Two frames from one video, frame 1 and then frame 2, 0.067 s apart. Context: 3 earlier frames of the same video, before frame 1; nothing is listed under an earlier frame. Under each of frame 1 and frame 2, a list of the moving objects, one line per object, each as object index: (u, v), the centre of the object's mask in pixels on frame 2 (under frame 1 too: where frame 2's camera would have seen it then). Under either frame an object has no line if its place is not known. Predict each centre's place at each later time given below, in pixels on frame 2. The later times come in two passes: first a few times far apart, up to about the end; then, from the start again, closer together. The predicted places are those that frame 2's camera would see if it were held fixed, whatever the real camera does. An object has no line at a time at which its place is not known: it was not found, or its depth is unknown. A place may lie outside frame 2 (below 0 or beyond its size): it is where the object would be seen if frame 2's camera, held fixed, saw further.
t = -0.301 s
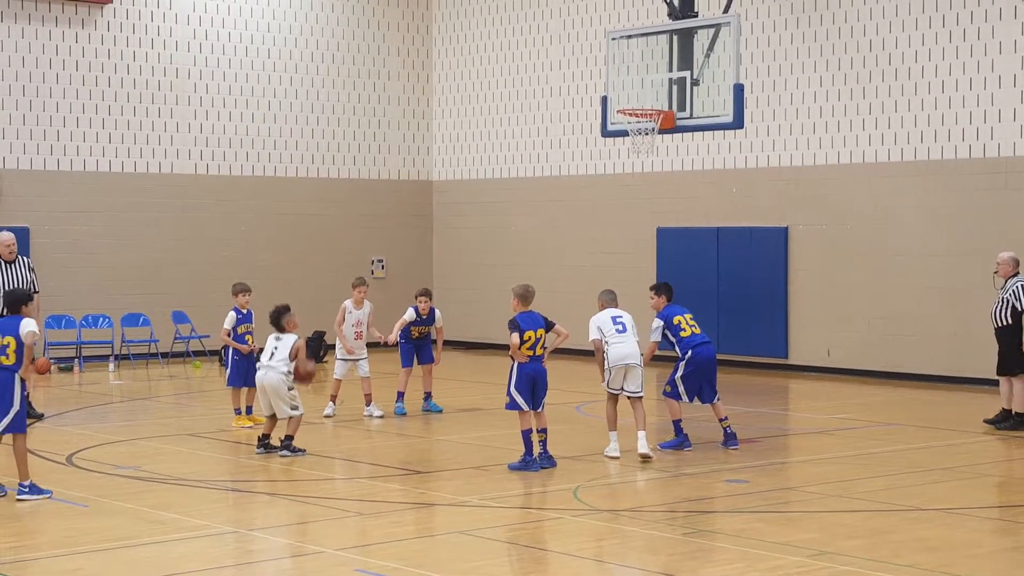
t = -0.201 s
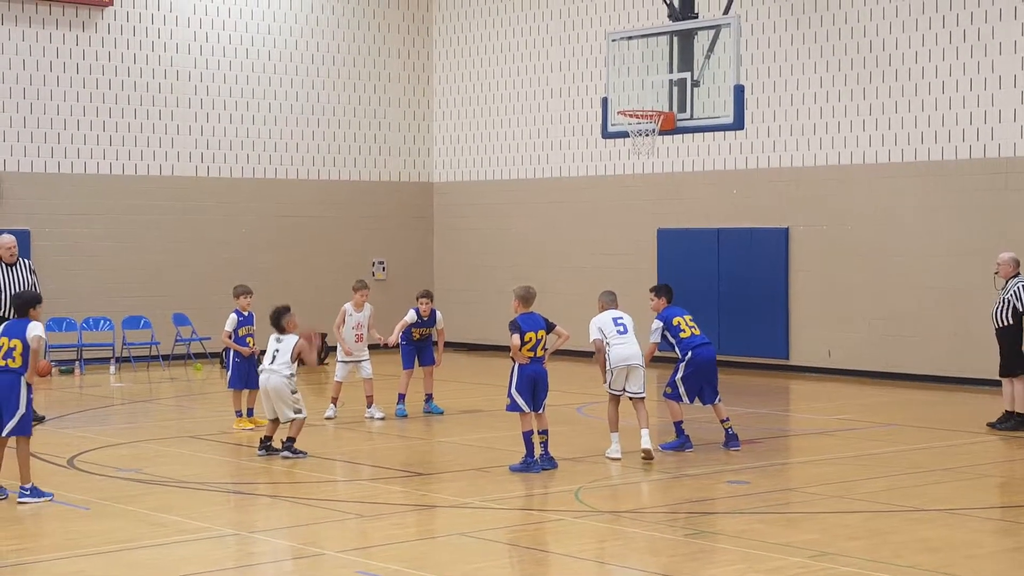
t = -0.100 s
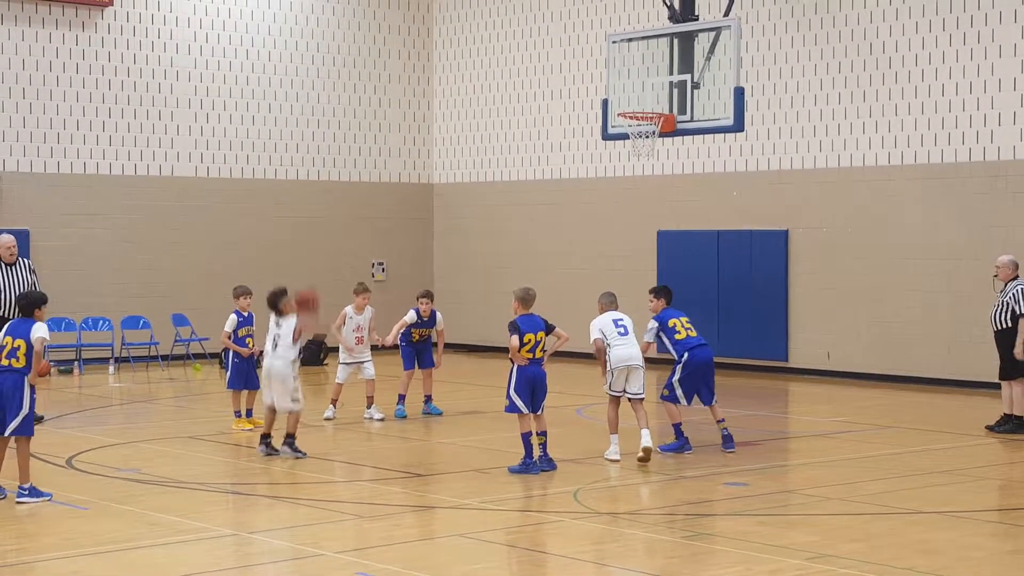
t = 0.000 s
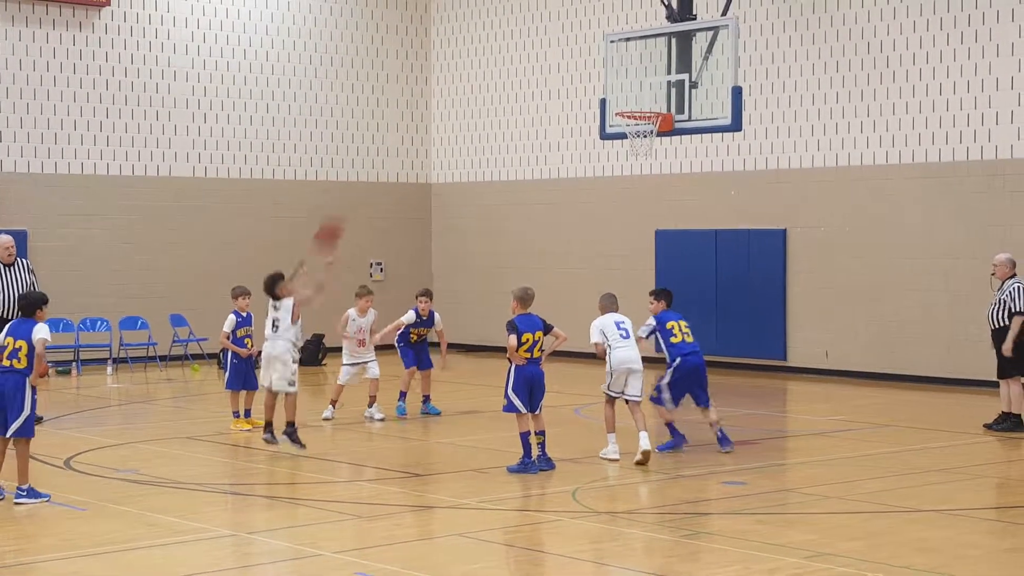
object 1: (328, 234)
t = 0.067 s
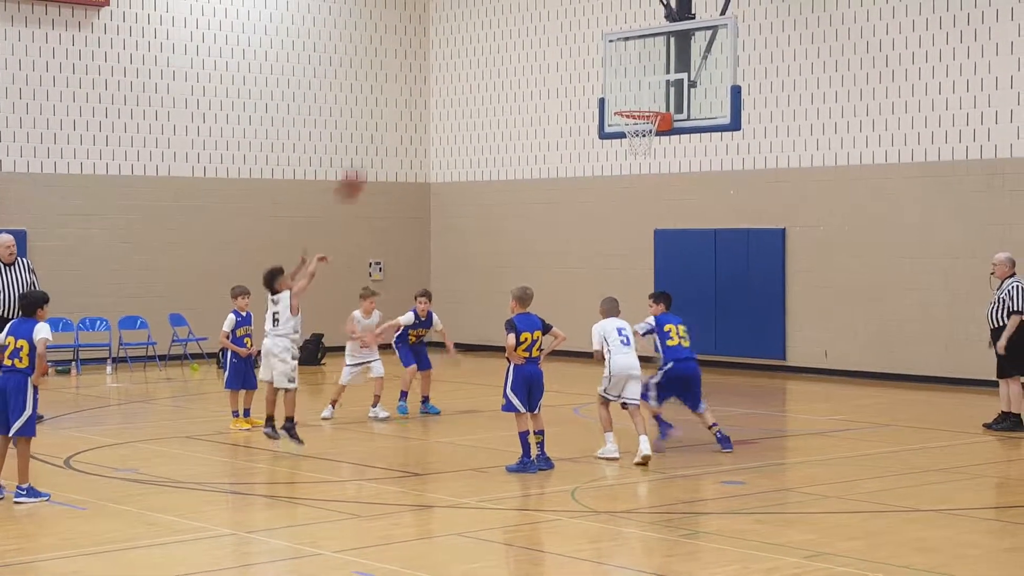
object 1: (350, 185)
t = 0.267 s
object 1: (418, 78)
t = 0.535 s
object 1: (502, 13)
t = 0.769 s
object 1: (570, 19)
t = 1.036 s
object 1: (642, 91)
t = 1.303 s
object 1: (620, 102)
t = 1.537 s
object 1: (560, 137)
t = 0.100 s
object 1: (363, 162)
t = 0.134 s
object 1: (373, 143)
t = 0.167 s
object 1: (385, 124)
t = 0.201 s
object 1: (396, 107)
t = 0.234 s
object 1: (406, 94)
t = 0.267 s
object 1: (418, 78)
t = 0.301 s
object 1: (429, 65)
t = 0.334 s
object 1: (440, 54)
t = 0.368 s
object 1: (451, 44)
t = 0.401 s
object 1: (462, 35)
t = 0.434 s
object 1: (472, 29)
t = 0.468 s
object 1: (482, 22)
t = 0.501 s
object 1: (492, 15)
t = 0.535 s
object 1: (502, 13)
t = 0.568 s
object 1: (512, 11)
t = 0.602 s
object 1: (522, 10)
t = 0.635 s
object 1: (532, 10)
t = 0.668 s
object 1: (542, 11)
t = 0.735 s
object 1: (560, 15)
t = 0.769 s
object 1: (570, 19)
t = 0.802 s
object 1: (579, 25)
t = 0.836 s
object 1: (588, 31)
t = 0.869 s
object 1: (598, 39)
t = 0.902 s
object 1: (607, 48)
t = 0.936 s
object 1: (616, 57)
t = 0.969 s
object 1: (625, 68)
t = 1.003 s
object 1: (633, 80)
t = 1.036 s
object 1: (642, 91)
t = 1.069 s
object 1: (649, 102)
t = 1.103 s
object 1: (649, 102)
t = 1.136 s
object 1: (648, 101)
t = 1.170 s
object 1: (647, 102)
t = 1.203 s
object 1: (646, 102)
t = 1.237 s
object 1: (638, 101)
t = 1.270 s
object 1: (629, 101)
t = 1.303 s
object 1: (620, 102)
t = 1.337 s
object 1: (612, 104)
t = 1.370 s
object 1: (603, 107)
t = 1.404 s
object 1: (594, 111)
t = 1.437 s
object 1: (585, 116)
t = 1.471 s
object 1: (577, 122)
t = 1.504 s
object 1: (569, 129)
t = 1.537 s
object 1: (560, 137)
